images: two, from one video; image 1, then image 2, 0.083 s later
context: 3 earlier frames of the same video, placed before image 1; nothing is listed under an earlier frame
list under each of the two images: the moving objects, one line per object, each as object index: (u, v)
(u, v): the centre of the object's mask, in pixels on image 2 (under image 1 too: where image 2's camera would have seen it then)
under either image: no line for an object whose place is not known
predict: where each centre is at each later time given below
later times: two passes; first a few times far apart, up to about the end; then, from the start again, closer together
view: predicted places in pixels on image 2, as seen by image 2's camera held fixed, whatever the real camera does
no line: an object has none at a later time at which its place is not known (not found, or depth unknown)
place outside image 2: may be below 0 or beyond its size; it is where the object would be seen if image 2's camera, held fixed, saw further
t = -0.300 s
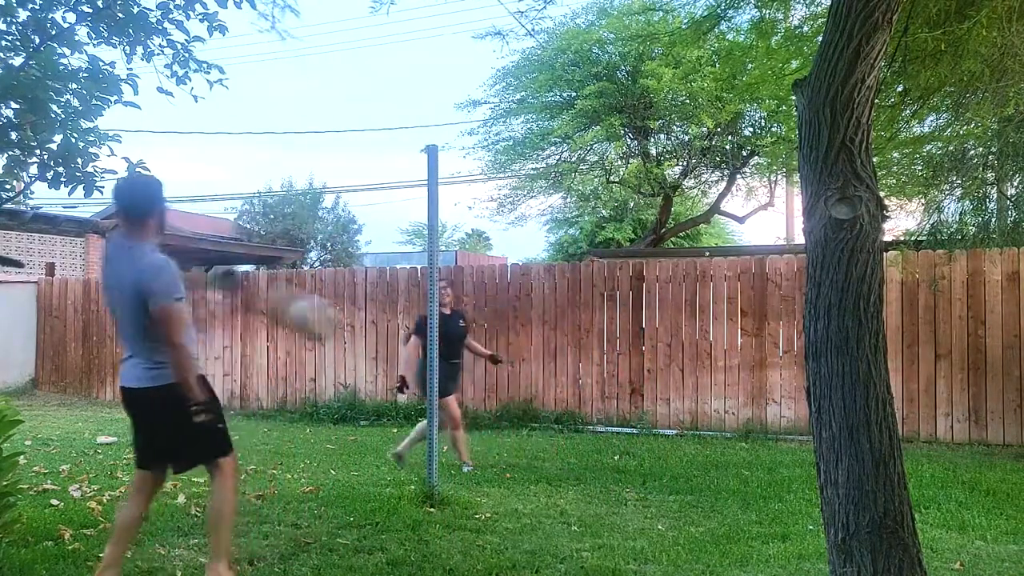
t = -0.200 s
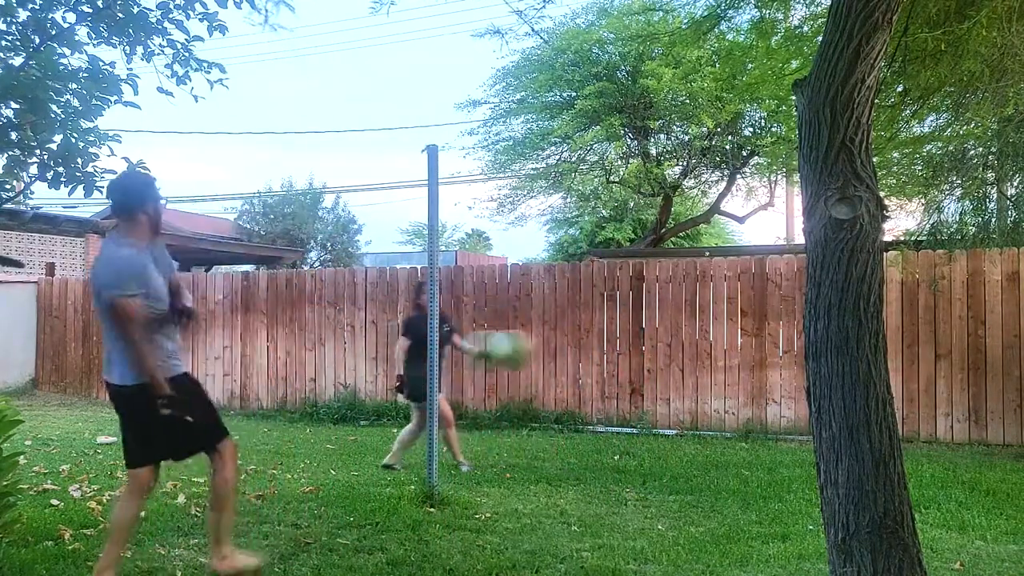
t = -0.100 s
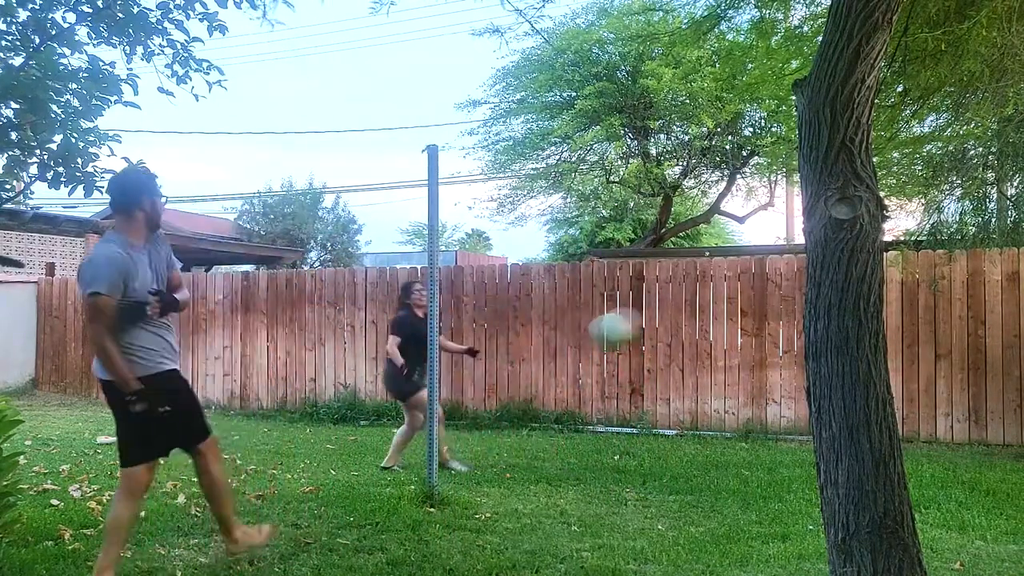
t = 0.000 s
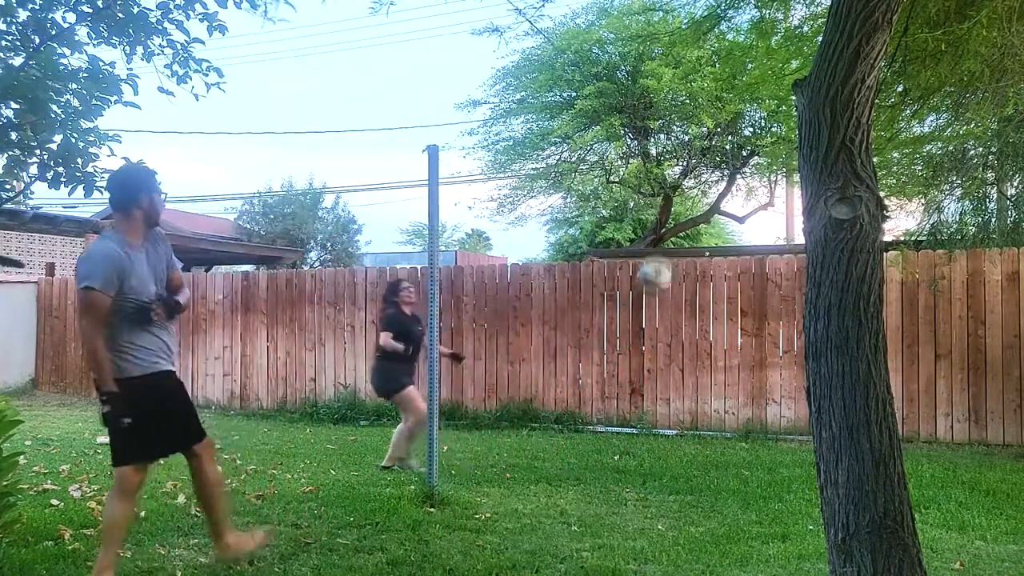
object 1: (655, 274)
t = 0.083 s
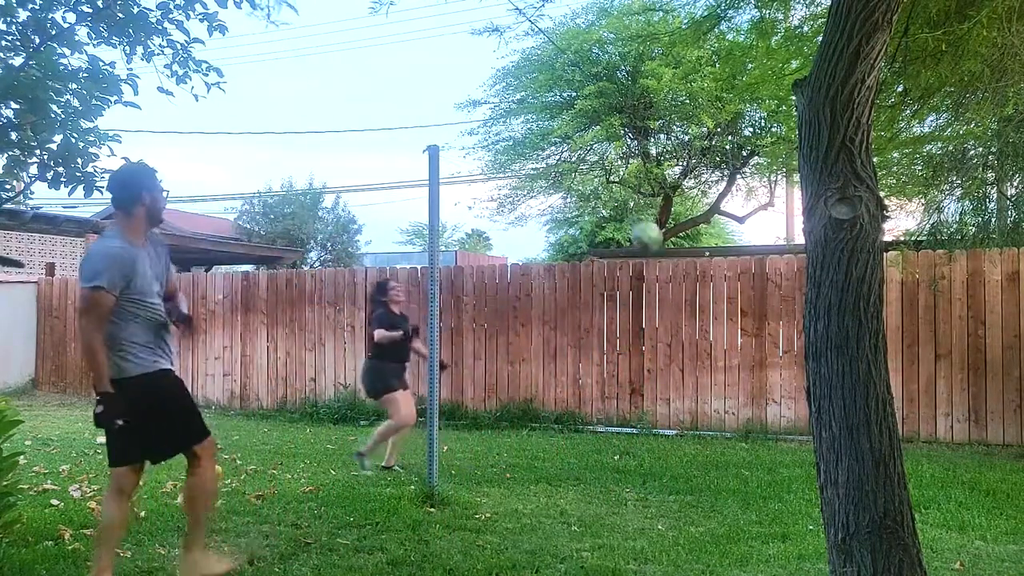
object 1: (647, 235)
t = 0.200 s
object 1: (598, 188)
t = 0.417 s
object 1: (469, 142)
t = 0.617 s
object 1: (346, 157)
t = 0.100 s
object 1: (641, 228)
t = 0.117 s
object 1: (636, 220)
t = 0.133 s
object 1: (629, 214)
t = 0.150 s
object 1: (623, 207)
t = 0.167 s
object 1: (616, 201)
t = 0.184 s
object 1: (610, 192)
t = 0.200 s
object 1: (598, 188)
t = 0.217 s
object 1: (589, 180)
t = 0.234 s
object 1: (578, 175)
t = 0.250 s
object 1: (570, 170)
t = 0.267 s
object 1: (563, 165)
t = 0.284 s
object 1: (551, 161)
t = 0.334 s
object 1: (522, 151)
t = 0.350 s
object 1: (512, 148)
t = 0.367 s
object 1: (501, 147)
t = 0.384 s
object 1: (490, 145)
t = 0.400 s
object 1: (481, 143)
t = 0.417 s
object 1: (469, 142)
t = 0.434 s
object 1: (459, 141)
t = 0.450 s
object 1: (449, 141)
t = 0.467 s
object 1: (439, 140)
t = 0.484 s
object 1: (428, 141)
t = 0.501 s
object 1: (417, 142)
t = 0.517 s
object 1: (407, 143)
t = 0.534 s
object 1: (396, 144)
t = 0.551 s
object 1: (386, 146)
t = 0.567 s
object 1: (376, 148)
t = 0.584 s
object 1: (366, 150)
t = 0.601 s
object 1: (356, 153)
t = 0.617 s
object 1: (346, 157)
